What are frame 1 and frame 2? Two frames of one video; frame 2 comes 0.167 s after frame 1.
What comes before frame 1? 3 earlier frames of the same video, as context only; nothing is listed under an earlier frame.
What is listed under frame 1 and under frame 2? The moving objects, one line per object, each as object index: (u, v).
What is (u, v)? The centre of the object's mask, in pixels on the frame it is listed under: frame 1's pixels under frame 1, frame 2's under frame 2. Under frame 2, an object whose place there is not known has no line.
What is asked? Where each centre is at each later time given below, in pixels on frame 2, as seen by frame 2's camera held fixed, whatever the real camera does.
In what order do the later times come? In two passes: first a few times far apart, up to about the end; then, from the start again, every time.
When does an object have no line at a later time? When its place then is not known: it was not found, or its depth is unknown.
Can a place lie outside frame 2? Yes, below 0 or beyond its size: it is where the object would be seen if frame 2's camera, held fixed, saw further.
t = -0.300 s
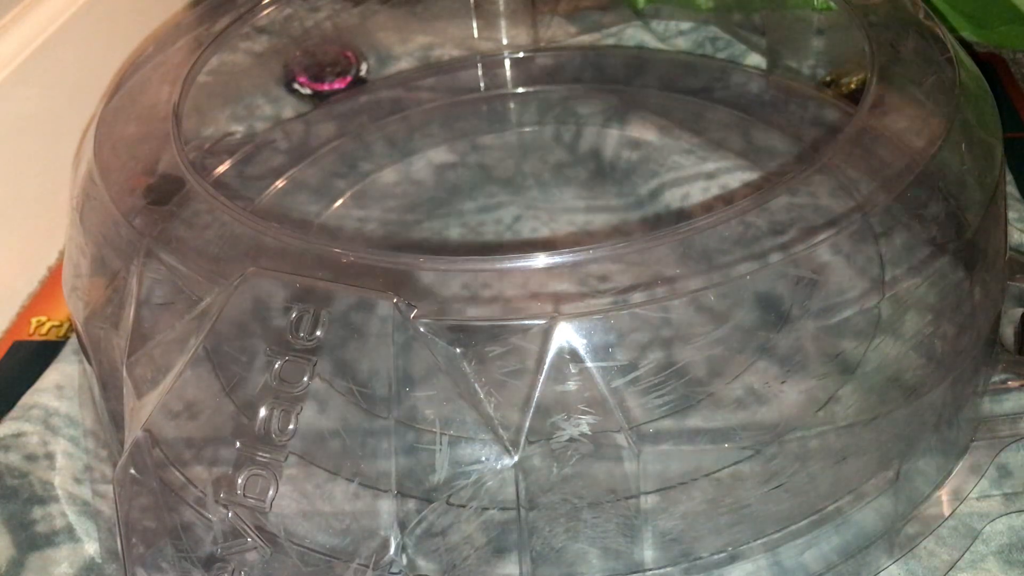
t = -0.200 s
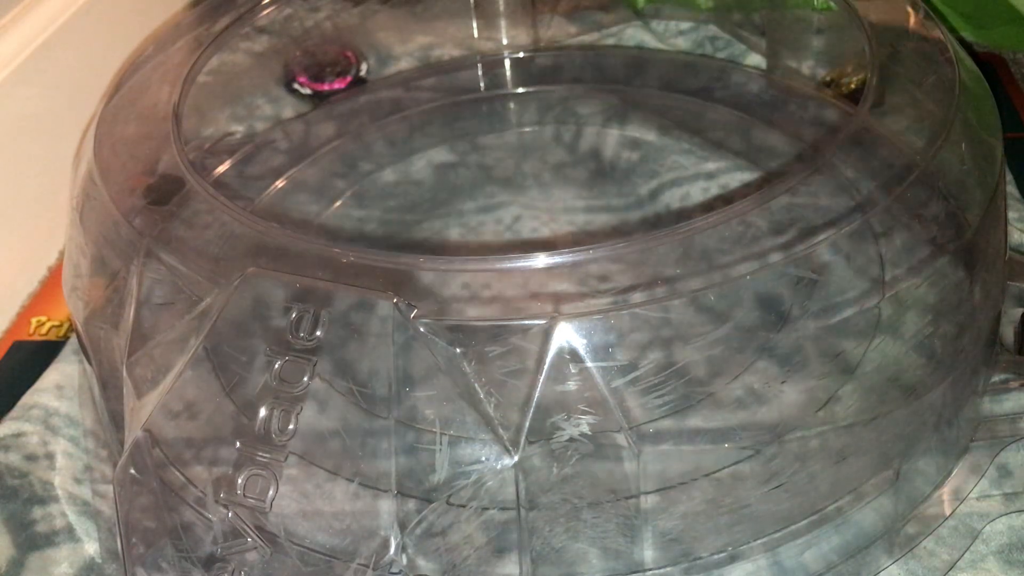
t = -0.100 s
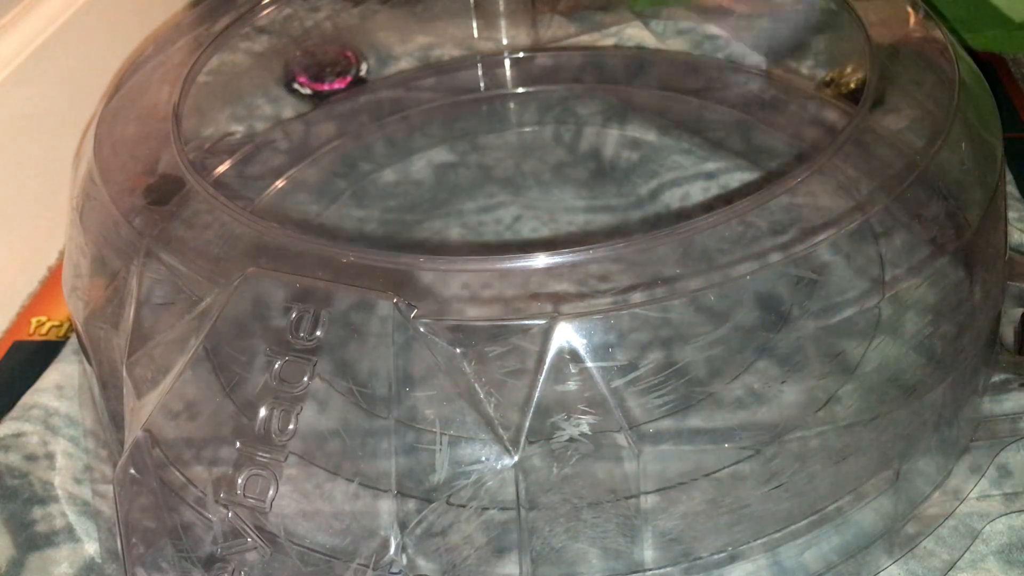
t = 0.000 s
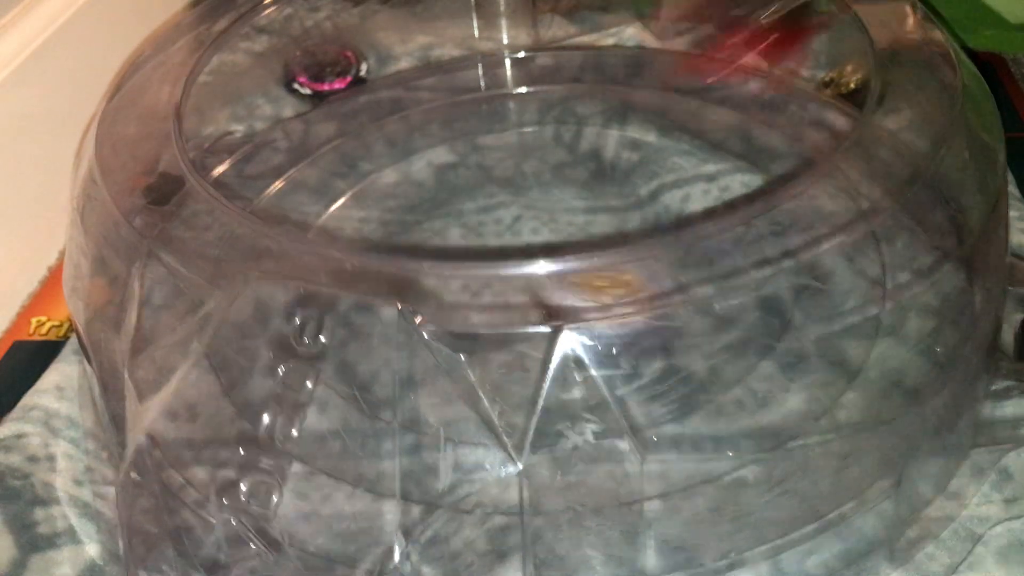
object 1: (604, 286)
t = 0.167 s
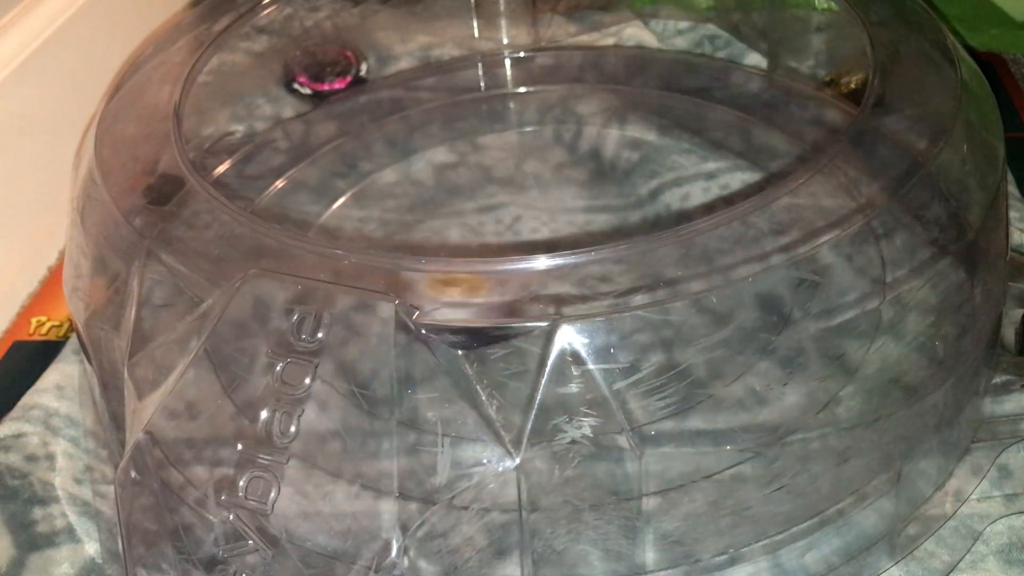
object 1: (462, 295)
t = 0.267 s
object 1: (437, 246)
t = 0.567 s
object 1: (636, 168)
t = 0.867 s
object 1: (719, 287)
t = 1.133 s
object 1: (512, 319)
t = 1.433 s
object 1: (530, 141)
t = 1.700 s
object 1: (667, 153)
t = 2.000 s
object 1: (623, 276)
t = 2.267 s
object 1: (431, 205)
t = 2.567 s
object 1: (544, 163)
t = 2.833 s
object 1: (592, 248)
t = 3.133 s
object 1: (433, 255)
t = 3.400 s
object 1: (497, 188)
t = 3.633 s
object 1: (586, 247)
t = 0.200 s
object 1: (446, 279)
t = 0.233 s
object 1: (439, 250)
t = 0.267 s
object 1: (437, 246)
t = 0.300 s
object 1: (442, 233)
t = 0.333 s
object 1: (457, 222)
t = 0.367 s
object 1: (471, 212)
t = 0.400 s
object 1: (493, 199)
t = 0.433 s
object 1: (525, 186)
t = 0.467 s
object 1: (551, 178)
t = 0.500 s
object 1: (578, 172)
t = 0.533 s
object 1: (610, 168)
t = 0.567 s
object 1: (636, 168)
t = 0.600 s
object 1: (658, 170)
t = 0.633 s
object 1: (689, 175)
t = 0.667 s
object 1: (703, 179)
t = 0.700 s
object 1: (713, 186)
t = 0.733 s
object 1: (732, 206)
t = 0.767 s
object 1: (751, 235)
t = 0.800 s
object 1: (746, 250)
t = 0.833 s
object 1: (731, 269)
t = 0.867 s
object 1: (719, 287)
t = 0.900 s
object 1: (702, 305)
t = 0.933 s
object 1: (680, 328)
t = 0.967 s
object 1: (658, 335)
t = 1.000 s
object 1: (625, 347)
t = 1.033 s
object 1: (598, 351)
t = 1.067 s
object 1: (569, 345)
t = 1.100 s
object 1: (534, 333)
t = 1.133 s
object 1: (512, 319)
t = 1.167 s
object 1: (498, 310)
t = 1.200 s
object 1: (486, 297)
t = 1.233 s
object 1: (478, 287)
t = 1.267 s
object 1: (482, 233)
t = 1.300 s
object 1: (485, 220)
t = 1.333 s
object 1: (495, 196)
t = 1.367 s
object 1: (506, 170)
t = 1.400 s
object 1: (519, 153)
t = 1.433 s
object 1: (530, 141)
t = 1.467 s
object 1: (550, 127)
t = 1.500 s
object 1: (567, 119)
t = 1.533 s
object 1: (583, 115)
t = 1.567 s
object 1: (600, 116)
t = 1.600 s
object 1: (618, 120)
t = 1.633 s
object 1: (636, 128)
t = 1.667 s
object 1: (652, 139)
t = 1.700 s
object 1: (667, 153)
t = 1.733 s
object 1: (681, 169)
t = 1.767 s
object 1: (688, 181)
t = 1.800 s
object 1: (691, 188)
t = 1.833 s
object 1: (693, 214)
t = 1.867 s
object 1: (689, 231)
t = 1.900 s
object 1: (678, 248)
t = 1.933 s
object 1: (672, 269)
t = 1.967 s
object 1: (647, 278)
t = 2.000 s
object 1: (623, 276)
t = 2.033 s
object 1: (596, 280)
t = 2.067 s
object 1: (548, 285)
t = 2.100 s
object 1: (513, 290)
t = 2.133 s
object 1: (483, 258)
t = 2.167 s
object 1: (463, 244)
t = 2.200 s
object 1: (452, 225)
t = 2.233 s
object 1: (437, 216)
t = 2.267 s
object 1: (431, 205)
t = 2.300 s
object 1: (429, 192)
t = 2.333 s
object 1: (433, 181)
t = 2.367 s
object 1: (442, 172)
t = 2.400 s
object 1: (457, 165)
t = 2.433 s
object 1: (470, 160)
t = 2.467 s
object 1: (487, 157)
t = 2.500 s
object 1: (509, 157)
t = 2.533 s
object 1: (528, 160)
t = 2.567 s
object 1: (544, 163)
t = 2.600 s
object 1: (567, 170)
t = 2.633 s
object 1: (584, 176)
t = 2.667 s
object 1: (596, 183)
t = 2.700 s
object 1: (606, 193)
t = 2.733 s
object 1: (608, 202)
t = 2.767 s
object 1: (609, 218)
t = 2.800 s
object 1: (603, 231)
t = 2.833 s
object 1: (592, 248)
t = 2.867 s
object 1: (575, 250)
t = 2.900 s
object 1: (538, 279)
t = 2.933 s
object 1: (500, 296)
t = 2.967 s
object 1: (489, 297)
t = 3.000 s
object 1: (476, 282)
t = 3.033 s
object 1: (460, 281)
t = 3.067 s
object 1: (448, 273)
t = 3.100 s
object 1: (440, 259)
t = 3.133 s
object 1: (433, 255)
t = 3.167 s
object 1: (432, 242)
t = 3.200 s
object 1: (434, 226)
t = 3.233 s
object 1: (439, 220)
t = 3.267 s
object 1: (445, 215)
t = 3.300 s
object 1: (456, 207)
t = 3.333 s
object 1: (469, 199)
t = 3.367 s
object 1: (482, 192)
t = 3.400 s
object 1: (497, 188)
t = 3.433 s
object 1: (512, 185)
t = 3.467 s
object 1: (529, 188)
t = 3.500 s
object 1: (543, 193)
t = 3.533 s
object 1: (559, 204)
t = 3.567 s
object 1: (569, 209)
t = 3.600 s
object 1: (577, 220)
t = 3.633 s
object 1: (586, 247)
